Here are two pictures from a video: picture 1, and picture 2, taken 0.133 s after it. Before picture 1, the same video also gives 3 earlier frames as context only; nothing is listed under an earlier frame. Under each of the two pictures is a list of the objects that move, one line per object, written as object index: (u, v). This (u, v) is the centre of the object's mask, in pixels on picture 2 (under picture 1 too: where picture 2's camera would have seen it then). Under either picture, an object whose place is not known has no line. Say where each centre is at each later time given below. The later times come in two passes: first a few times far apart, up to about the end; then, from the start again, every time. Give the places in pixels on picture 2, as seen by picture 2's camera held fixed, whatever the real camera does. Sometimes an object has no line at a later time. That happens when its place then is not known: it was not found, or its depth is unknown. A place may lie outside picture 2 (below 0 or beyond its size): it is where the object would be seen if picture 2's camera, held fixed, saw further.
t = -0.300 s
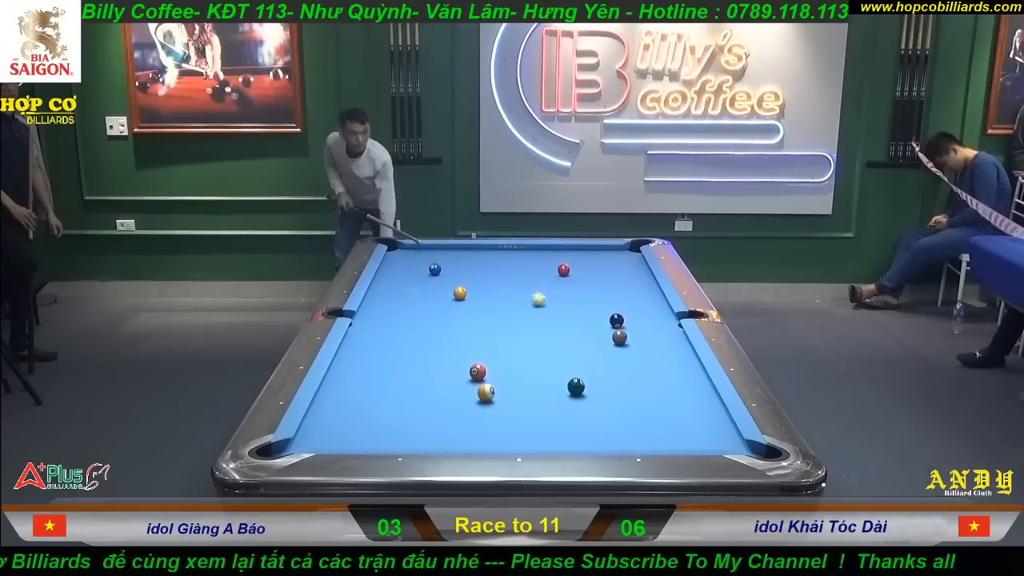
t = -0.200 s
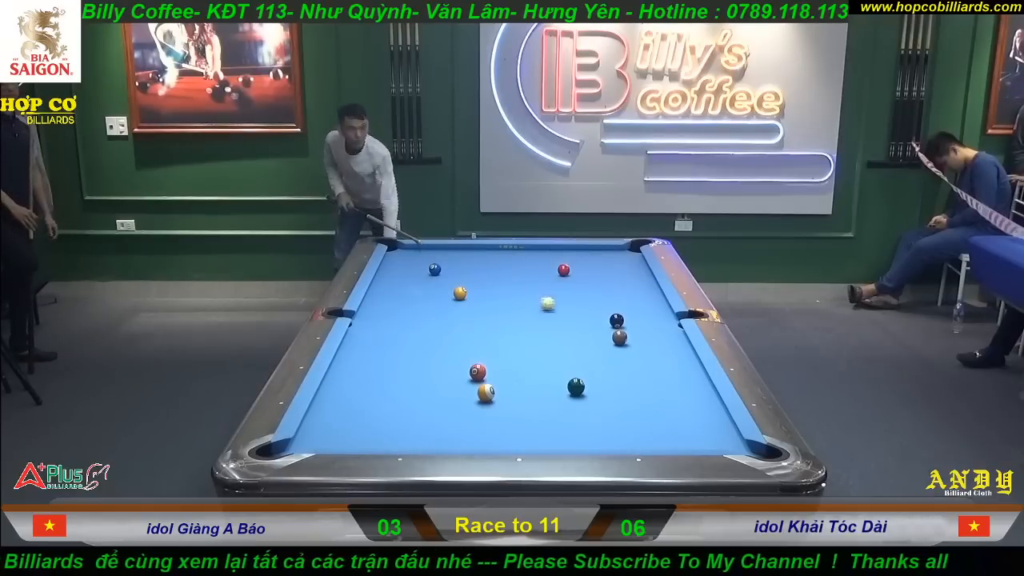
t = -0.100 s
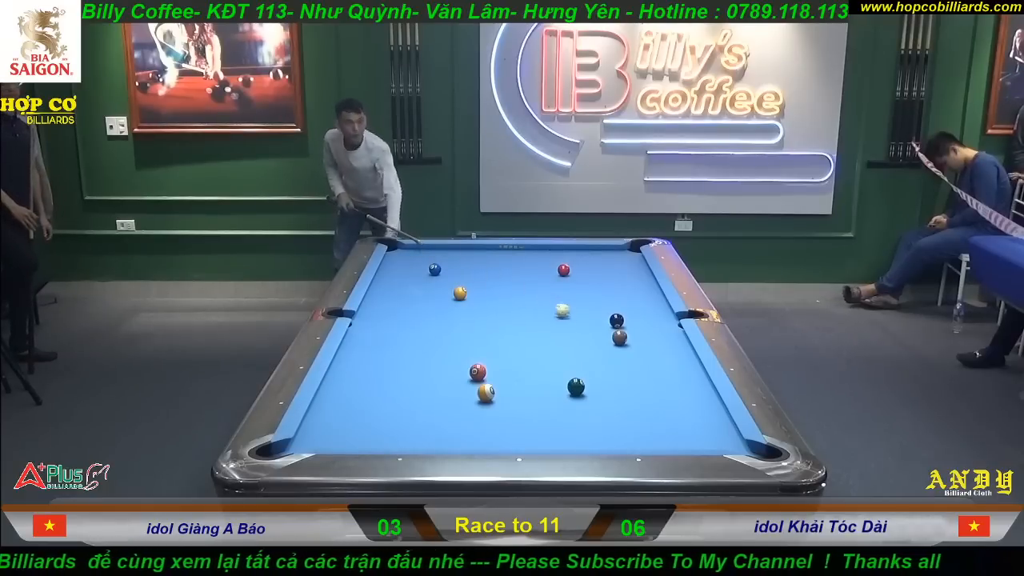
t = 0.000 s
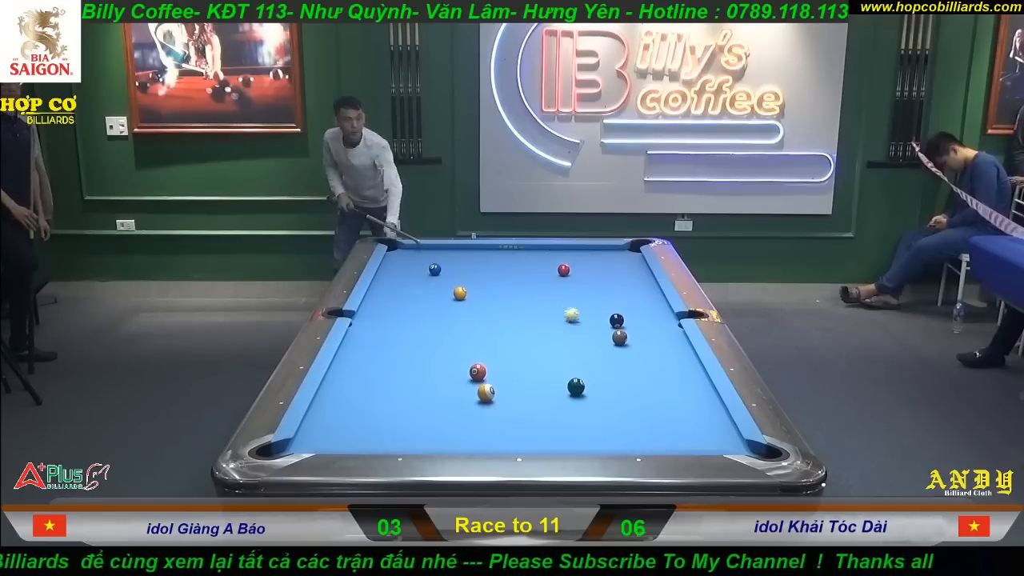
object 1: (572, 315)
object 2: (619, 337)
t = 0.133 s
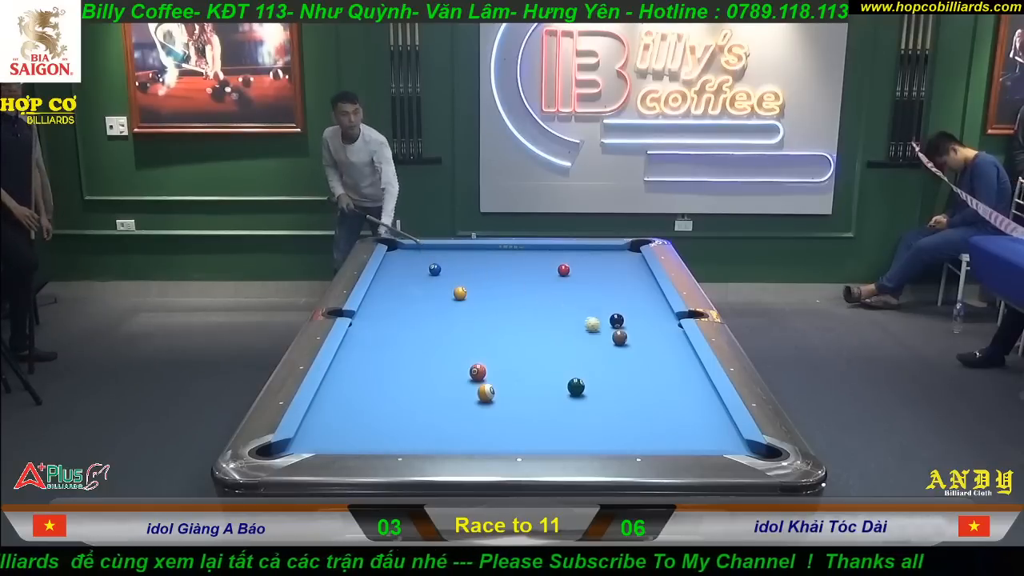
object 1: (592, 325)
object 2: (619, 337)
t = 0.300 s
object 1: (611, 334)
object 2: (622, 338)
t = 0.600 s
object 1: (620, 337)
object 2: (649, 352)
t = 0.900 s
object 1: (630, 341)
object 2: (679, 366)
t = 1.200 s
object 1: (640, 345)
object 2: (698, 380)
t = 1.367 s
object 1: (644, 347)
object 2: (695, 386)
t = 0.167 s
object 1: (597, 327)
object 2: (619, 337)
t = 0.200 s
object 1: (602, 330)
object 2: (619, 337)
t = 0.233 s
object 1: (602, 330)
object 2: (619, 338)
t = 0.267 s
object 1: (607, 332)
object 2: (620, 338)
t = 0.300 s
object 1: (611, 334)
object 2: (622, 338)
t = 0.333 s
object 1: (612, 334)
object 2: (627, 340)
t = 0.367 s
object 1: (613, 335)
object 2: (631, 343)
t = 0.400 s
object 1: (614, 335)
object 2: (635, 345)
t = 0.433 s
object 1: (614, 335)
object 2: (635, 345)
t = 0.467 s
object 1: (615, 336)
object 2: (638, 347)
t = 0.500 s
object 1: (617, 336)
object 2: (642, 349)
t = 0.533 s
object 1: (619, 337)
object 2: (646, 350)
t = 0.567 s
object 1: (620, 337)
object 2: (649, 352)
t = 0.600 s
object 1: (620, 337)
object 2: (649, 352)
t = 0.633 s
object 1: (621, 338)
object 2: (653, 354)
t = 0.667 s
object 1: (623, 338)
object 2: (657, 356)
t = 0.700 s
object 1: (624, 339)
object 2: (661, 358)
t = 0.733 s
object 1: (625, 339)
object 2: (664, 359)
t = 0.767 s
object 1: (627, 340)
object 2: (668, 361)
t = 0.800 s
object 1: (628, 340)
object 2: (672, 363)
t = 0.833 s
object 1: (628, 340)
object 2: (672, 363)
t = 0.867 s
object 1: (629, 341)
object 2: (676, 365)
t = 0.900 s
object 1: (630, 341)
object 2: (679, 366)
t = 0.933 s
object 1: (631, 342)
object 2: (683, 368)
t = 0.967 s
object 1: (633, 343)
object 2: (687, 370)
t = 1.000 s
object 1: (634, 343)
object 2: (691, 372)
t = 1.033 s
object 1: (634, 343)
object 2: (691, 372)
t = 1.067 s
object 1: (635, 343)
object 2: (695, 374)
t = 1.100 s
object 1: (636, 344)
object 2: (699, 376)
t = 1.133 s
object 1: (637, 344)
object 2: (700, 377)
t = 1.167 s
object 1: (639, 345)
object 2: (699, 379)
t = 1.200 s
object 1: (640, 345)
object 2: (698, 380)
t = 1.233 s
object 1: (640, 345)
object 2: (698, 380)
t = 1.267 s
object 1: (641, 346)
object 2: (697, 382)
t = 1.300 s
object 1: (642, 346)
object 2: (696, 383)
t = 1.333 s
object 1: (643, 347)
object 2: (696, 384)
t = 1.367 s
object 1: (644, 347)
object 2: (695, 386)
